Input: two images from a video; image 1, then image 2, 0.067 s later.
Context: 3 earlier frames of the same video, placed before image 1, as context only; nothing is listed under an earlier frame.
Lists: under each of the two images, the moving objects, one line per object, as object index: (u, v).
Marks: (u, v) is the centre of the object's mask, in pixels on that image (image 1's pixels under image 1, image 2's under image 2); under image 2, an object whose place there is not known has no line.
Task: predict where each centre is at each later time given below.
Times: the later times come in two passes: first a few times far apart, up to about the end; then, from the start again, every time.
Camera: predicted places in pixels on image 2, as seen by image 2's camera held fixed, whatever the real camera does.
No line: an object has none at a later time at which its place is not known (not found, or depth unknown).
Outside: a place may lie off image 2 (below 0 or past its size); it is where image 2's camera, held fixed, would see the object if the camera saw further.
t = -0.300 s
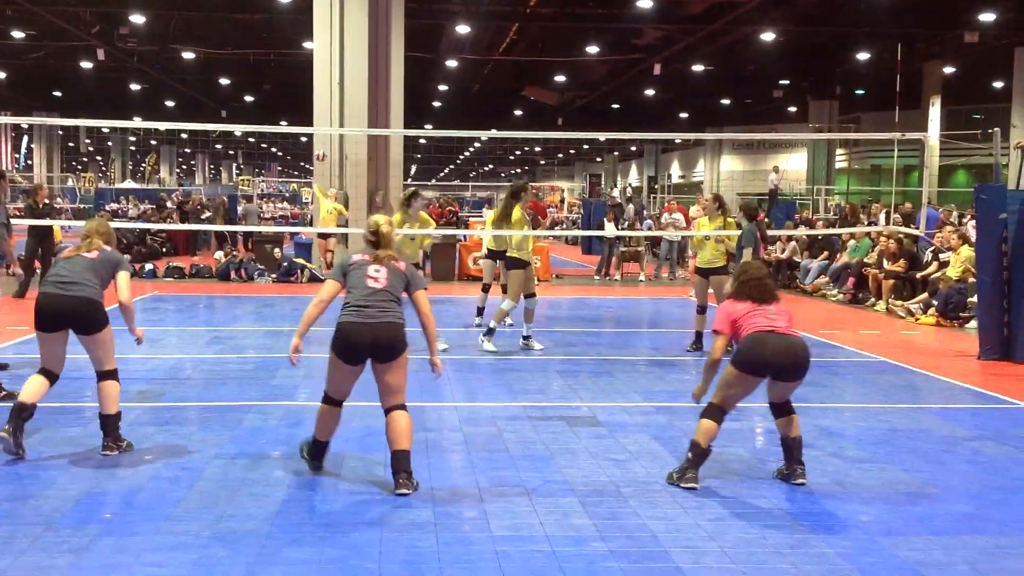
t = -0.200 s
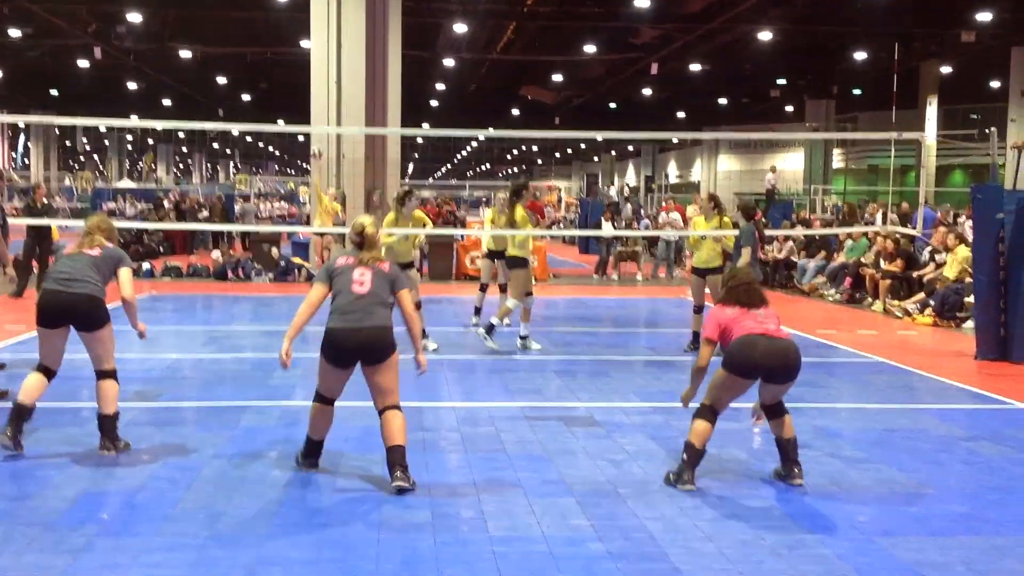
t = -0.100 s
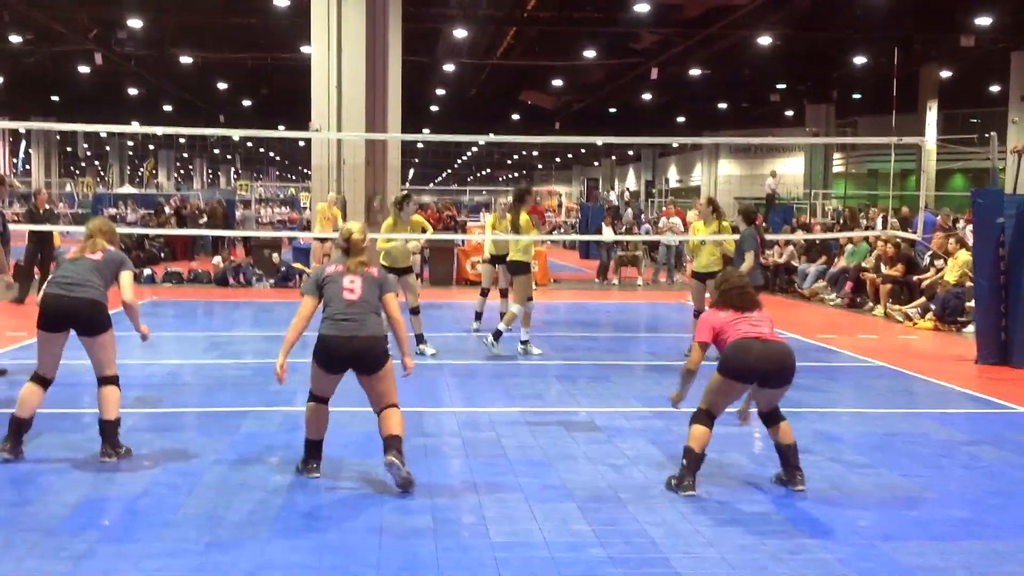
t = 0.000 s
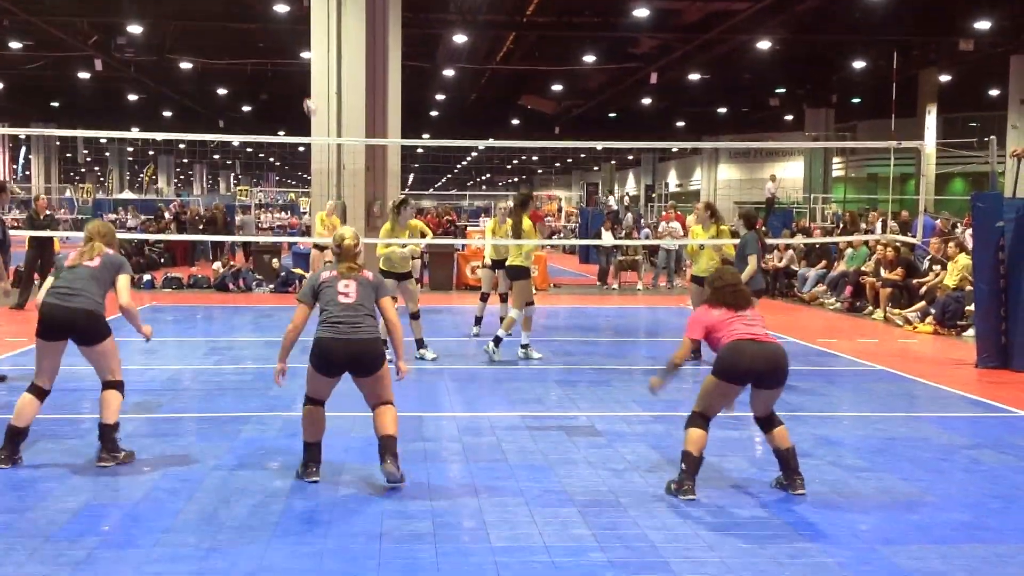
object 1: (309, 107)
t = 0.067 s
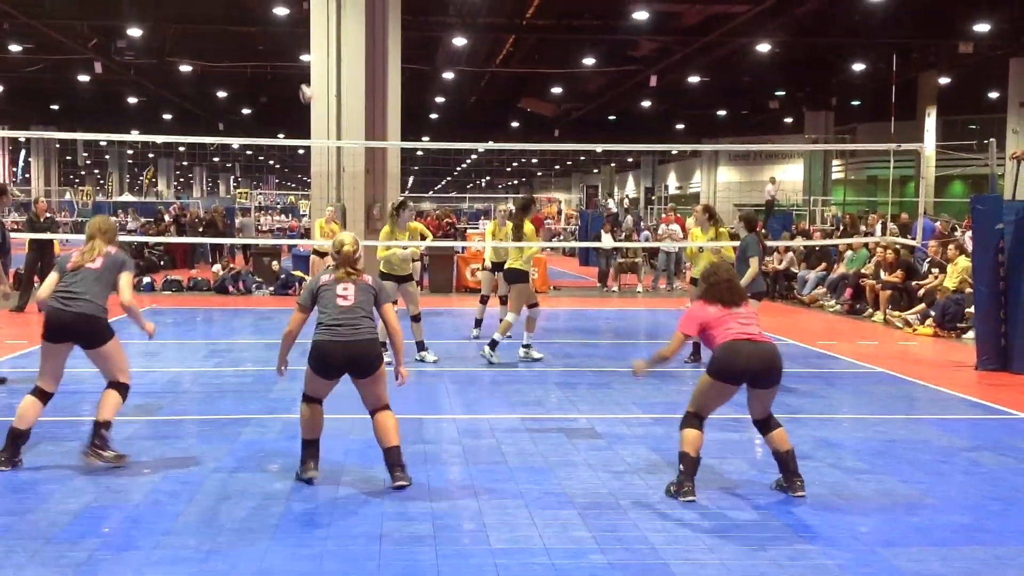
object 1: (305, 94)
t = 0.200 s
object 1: (297, 67)
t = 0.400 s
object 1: (277, 45)
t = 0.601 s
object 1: (246, 52)
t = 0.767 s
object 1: (213, 96)
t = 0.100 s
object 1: (304, 87)
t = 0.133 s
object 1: (302, 80)
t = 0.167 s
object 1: (299, 73)
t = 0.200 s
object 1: (297, 67)
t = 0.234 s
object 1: (293, 62)
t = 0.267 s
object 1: (291, 57)
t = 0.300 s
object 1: (288, 53)
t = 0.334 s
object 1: (285, 50)
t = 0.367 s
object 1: (281, 47)
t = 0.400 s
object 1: (277, 45)
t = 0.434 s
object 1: (272, 43)
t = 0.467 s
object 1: (268, 43)
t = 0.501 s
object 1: (263, 43)
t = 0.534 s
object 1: (257, 45)
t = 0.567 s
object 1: (251, 48)
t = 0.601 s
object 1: (246, 52)
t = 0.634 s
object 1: (239, 58)
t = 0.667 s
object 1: (233, 64)
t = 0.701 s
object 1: (227, 74)
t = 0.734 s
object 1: (220, 84)
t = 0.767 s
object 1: (213, 96)
